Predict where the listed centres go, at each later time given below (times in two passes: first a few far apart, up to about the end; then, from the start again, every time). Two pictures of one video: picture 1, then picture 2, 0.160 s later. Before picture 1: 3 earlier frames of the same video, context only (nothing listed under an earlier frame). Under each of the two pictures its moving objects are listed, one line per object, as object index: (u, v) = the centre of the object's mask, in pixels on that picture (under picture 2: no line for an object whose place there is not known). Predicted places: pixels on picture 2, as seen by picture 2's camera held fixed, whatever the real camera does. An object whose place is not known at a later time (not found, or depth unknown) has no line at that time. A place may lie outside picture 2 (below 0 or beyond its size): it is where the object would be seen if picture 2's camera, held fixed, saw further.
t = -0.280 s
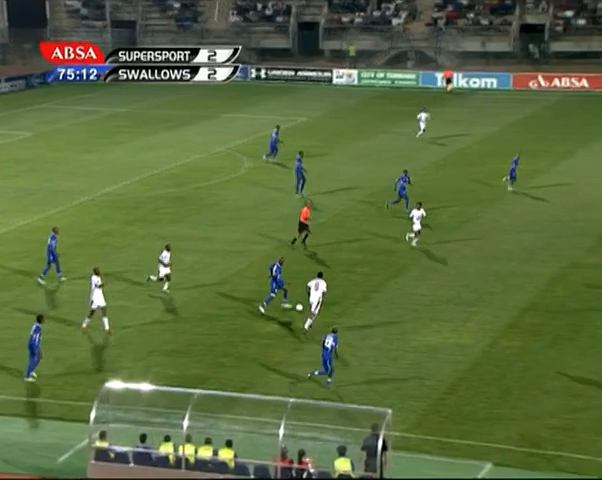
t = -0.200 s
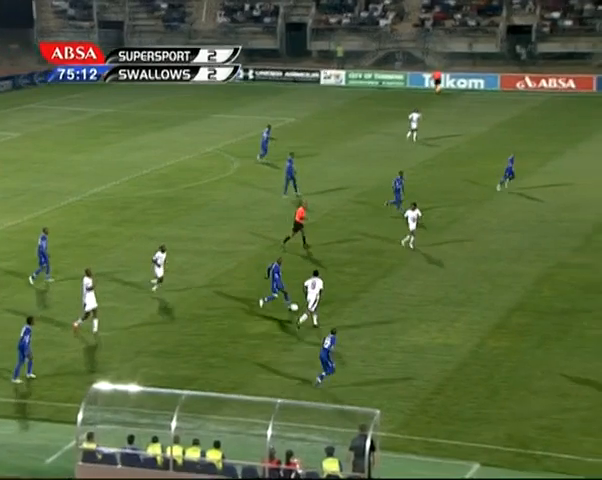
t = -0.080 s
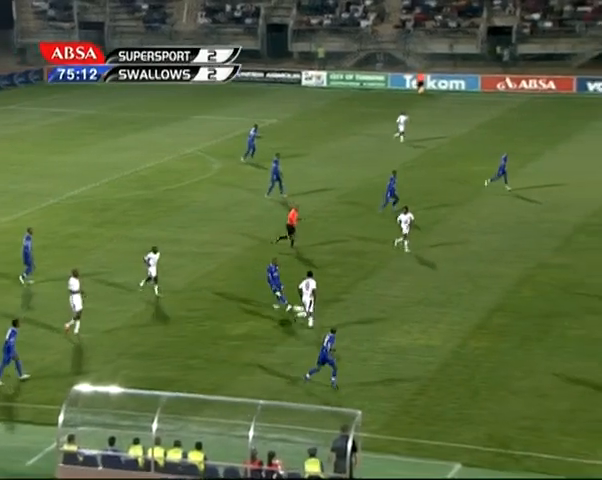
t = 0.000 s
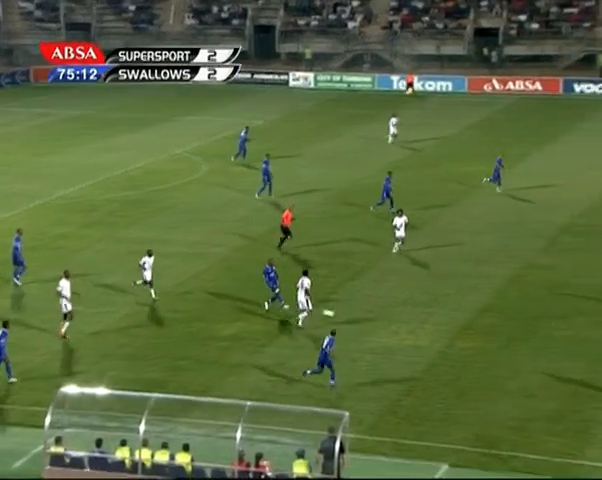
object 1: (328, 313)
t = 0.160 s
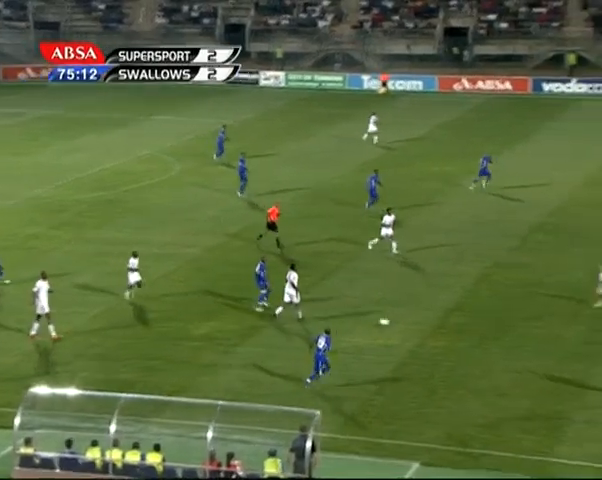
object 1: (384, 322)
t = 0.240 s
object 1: (425, 325)
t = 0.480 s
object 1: (547, 341)
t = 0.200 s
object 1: (404, 323)
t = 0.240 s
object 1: (425, 325)
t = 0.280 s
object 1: (446, 328)
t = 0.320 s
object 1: (466, 331)
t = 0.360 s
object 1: (488, 334)
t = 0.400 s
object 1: (507, 336)
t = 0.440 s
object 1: (527, 338)
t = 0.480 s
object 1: (547, 341)
